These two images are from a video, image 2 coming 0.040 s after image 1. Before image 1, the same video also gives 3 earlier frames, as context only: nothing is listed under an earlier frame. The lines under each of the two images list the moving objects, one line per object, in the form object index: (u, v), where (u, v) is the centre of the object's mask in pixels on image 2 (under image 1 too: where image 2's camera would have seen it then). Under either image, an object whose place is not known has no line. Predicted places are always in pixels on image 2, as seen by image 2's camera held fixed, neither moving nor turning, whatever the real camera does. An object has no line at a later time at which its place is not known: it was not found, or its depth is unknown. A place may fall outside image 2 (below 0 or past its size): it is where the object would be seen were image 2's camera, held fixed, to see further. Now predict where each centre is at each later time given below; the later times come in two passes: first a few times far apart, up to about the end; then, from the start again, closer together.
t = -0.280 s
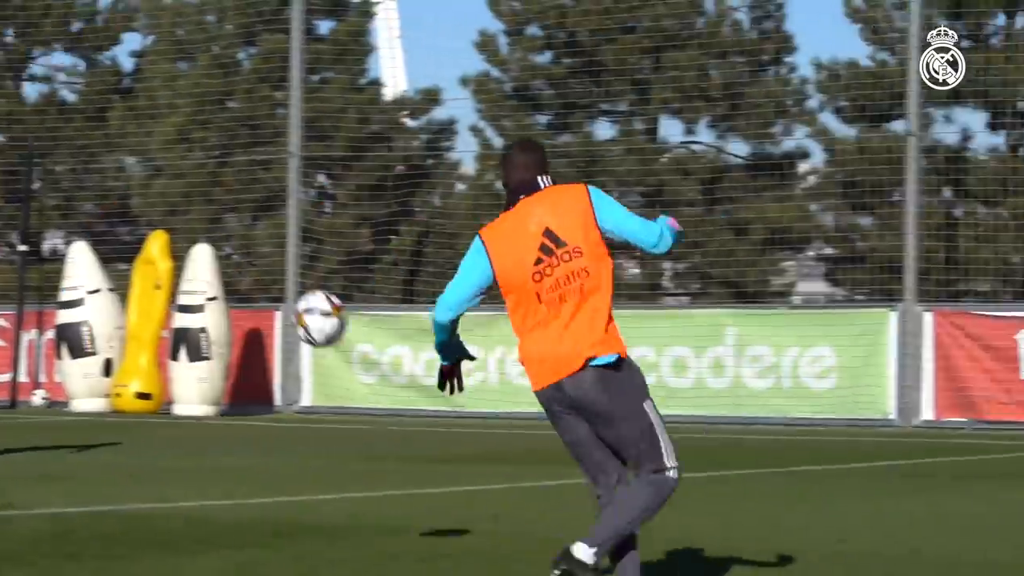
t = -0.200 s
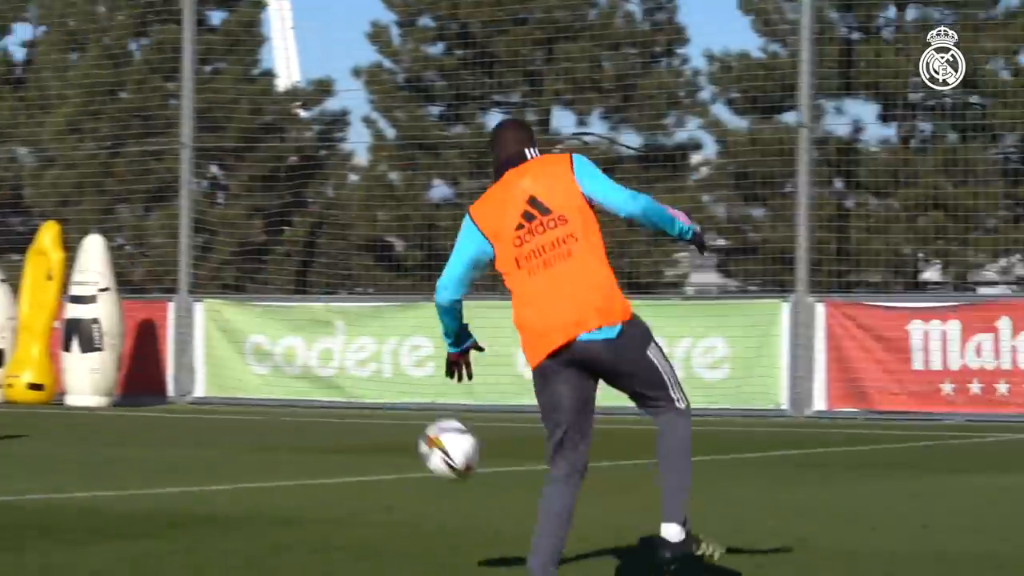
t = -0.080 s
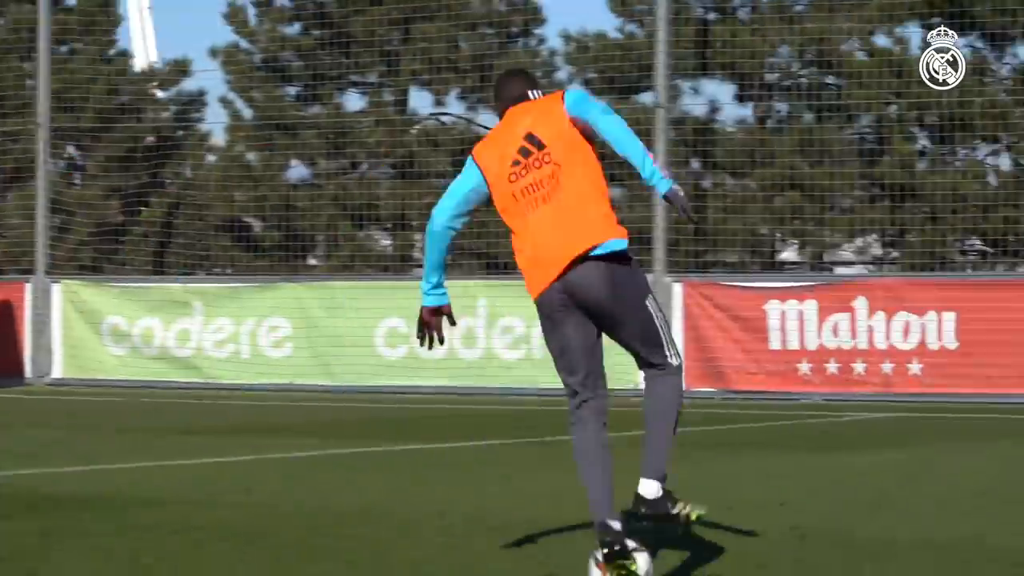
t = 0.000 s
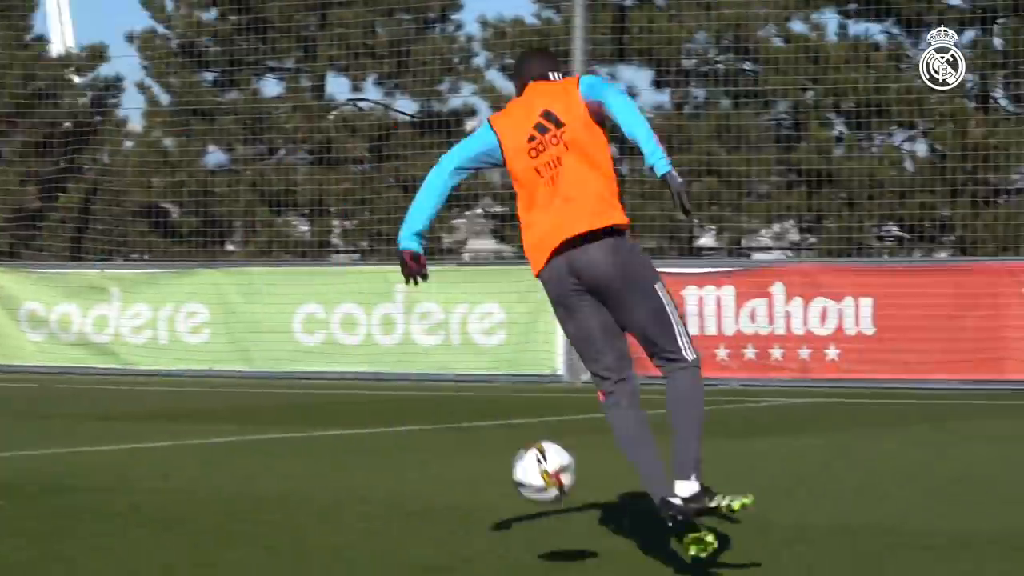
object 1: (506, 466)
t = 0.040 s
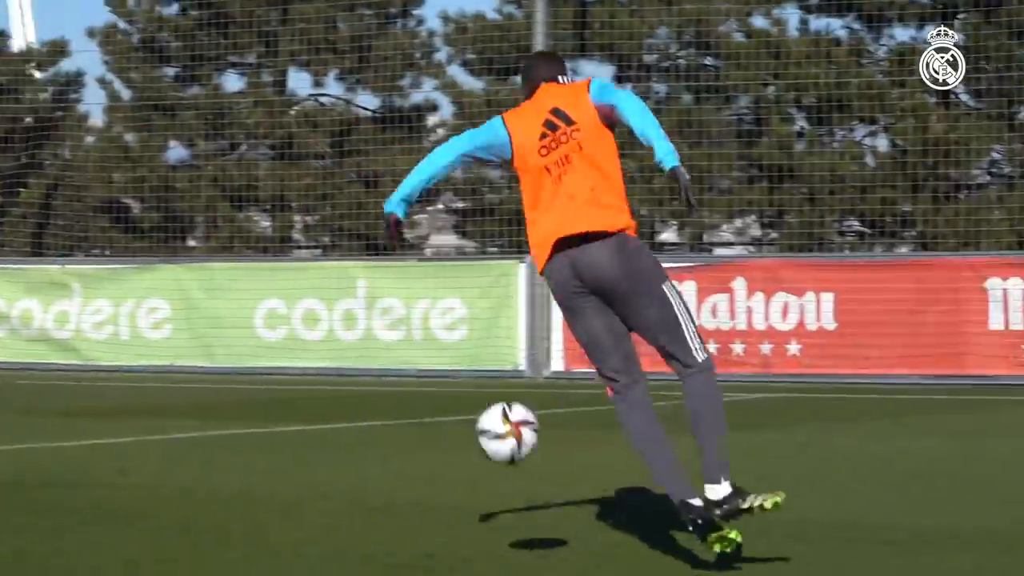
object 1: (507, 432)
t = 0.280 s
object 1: (519, 320)
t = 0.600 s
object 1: (539, 417)
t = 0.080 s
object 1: (509, 402)
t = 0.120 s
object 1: (511, 378)
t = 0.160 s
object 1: (512, 357)
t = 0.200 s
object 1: (514, 341)
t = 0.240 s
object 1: (517, 328)
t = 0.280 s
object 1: (519, 320)
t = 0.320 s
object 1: (522, 317)
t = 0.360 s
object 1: (524, 318)
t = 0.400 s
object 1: (526, 323)
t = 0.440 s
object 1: (529, 334)
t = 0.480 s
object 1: (532, 346)
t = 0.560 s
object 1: (537, 389)
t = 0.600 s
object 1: (539, 417)
